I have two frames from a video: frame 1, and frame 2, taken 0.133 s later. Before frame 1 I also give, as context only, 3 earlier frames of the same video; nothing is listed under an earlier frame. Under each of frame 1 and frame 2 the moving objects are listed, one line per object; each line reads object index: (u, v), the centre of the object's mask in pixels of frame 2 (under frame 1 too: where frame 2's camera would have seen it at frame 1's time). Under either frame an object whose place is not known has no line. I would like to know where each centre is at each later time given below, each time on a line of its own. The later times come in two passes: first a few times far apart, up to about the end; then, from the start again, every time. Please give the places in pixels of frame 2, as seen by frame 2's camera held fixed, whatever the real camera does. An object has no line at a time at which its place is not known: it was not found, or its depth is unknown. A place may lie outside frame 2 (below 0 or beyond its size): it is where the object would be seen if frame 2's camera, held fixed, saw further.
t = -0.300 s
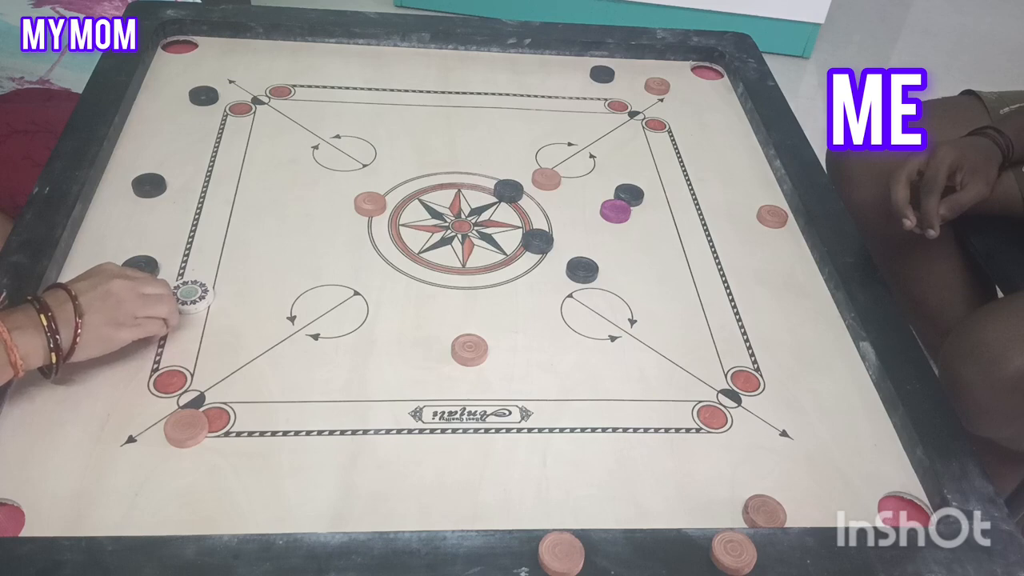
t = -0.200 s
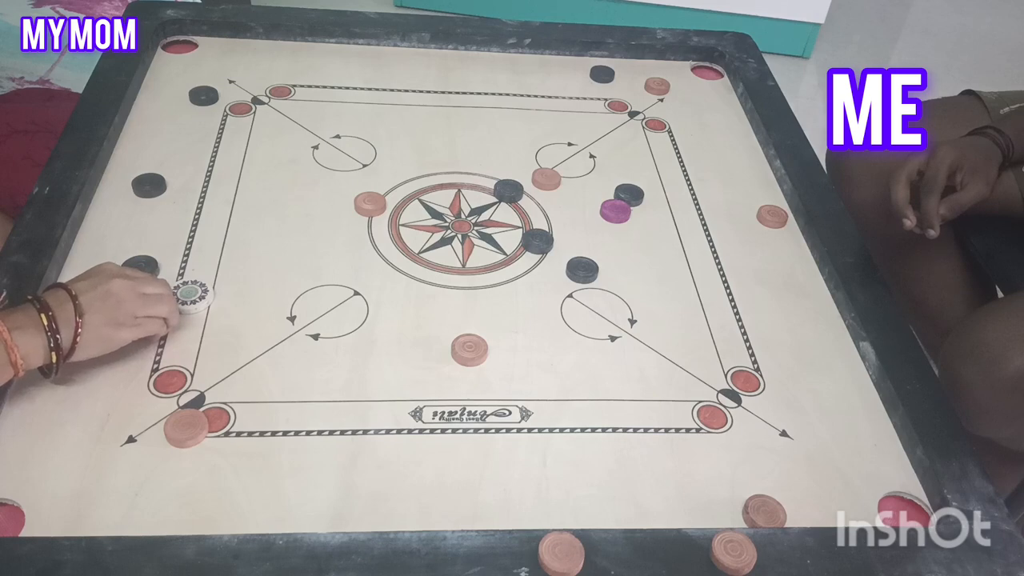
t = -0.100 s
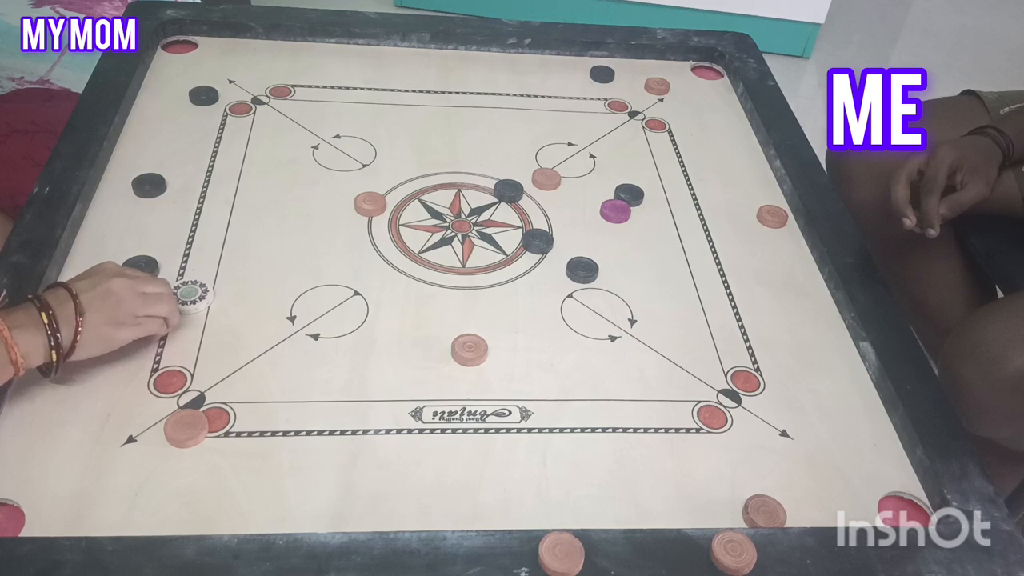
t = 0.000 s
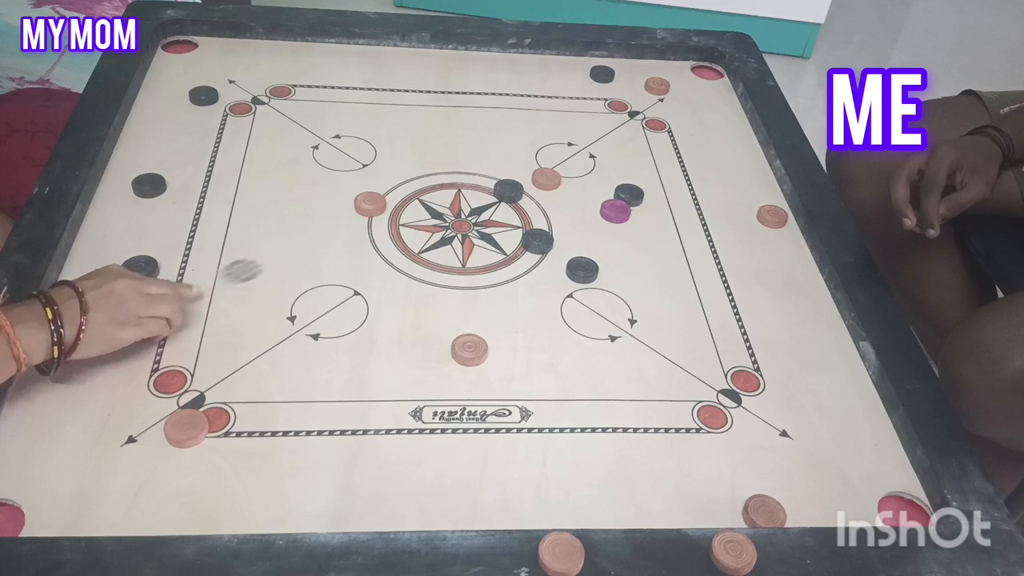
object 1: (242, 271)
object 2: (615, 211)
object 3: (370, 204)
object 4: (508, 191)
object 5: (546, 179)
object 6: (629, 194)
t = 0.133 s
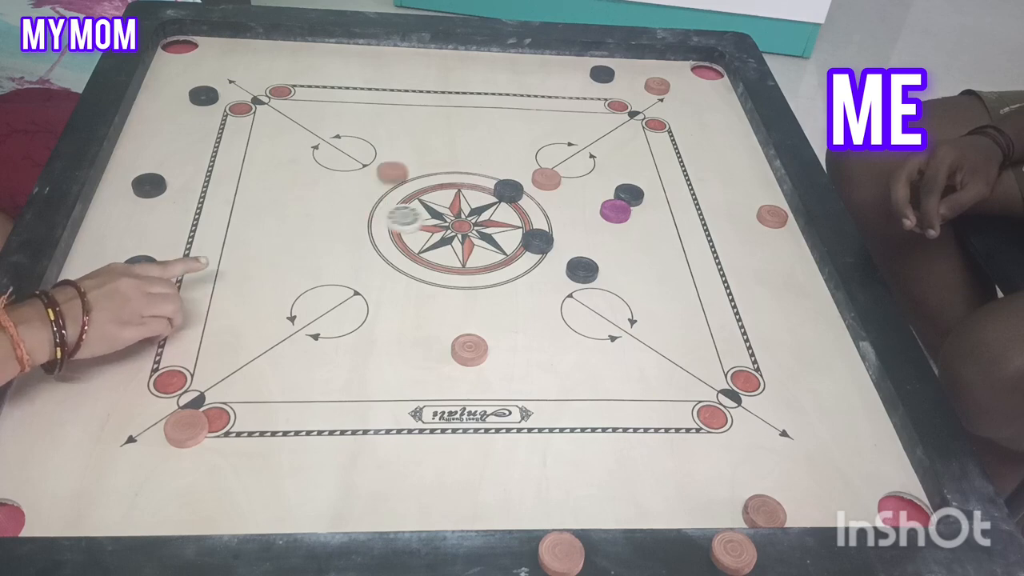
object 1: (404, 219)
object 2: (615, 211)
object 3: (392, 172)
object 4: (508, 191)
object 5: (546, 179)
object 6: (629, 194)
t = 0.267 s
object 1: (508, 207)
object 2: (615, 211)
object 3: (442, 106)
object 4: (521, 180)
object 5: (555, 175)
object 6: (629, 194)
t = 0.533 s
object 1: (610, 225)
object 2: (648, 216)
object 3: (514, 76)
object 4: (528, 159)
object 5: (658, 143)
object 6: (647, 179)
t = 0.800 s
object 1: (674, 245)
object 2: (699, 225)
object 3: (571, 105)
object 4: (533, 153)
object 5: (718, 127)
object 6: (678, 160)
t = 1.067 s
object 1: (743, 266)
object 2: (725, 228)
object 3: (607, 120)
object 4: (533, 153)
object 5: (732, 124)
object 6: (699, 155)
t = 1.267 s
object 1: (797, 280)
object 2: (738, 231)
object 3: (613, 121)
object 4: (533, 153)
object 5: (732, 124)
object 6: (707, 155)
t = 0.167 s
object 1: (436, 213)
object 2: (615, 211)
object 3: (406, 154)
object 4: (508, 191)
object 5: (546, 179)
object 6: (629, 194)
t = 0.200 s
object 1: (466, 210)
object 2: (615, 211)
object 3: (420, 136)
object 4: (508, 191)
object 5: (546, 179)
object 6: (629, 194)
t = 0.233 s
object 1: (491, 206)
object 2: (615, 211)
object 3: (432, 120)
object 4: (513, 187)
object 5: (546, 179)
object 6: (629, 194)
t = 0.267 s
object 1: (508, 207)
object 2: (615, 211)
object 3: (442, 106)
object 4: (521, 180)
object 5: (555, 175)
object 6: (629, 194)
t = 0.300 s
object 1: (526, 209)
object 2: (615, 211)
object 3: (453, 91)
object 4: (522, 175)
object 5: (573, 170)
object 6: (629, 194)
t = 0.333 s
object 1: (542, 211)
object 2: (615, 211)
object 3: (463, 78)
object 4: (523, 171)
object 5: (588, 166)
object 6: (629, 194)
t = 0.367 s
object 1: (559, 213)
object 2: (615, 211)
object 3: (472, 66)
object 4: (524, 169)
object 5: (601, 162)
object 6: (629, 194)
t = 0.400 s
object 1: (576, 214)
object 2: (615, 211)
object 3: (480, 55)
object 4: (525, 166)
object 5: (614, 158)
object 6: (629, 194)
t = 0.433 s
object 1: (586, 217)
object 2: (622, 211)
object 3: (489, 61)
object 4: (526, 164)
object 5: (626, 154)
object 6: (631, 192)
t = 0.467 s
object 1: (595, 220)
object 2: (631, 213)
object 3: (497, 66)
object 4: (526, 162)
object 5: (636, 150)
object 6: (637, 188)
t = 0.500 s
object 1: (603, 222)
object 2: (640, 215)
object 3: (505, 71)
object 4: (527, 160)
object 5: (647, 147)
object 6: (642, 183)
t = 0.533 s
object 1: (610, 225)
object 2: (648, 216)
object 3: (514, 76)
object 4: (528, 159)
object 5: (658, 143)
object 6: (647, 179)
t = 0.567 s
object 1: (619, 227)
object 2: (656, 218)
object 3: (521, 80)
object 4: (529, 157)
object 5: (667, 141)
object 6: (652, 176)
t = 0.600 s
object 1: (627, 230)
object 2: (663, 219)
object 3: (529, 85)
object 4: (529, 156)
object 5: (677, 138)
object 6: (656, 173)
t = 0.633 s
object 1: (634, 233)
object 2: (670, 220)
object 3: (537, 89)
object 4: (530, 155)
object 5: (686, 135)
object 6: (660, 170)
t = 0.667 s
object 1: (642, 235)
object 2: (677, 221)
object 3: (545, 93)
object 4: (531, 154)
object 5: (693, 133)
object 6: (664, 168)
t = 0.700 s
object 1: (650, 238)
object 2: (683, 222)
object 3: (552, 96)
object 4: (532, 154)
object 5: (701, 131)
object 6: (667, 165)
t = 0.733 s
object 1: (658, 240)
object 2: (688, 223)
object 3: (559, 100)
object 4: (532, 153)
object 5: (708, 129)
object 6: (671, 163)
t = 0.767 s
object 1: (666, 243)
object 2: (693, 224)
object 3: (564, 103)
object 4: (533, 153)
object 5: (713, 128)
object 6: (674, 162)
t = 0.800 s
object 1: (674, 245)
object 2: (699, 225)
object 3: (571, 105)
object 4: (533, 153)
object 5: (718, 127)
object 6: (678, 160)
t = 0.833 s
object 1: (683, 248)
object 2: (703, 225)
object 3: (576, 108)
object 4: (533, 153)
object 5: (723, 126)
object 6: (681, 159)
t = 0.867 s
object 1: (692, 251)
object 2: (707, 226)
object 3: (581, 110)
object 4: (533, 153)
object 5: (726, 125)
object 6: (684, 157)
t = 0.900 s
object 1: (700, 253)
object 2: (711, 226)
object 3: (587, 112)
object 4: (533, 153)
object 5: (729, 125)
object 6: (686, 157)
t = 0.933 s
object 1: (708, 256)
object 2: (714, 227)
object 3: (592, 114)
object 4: (533, 153)
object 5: (731, 124)
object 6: (689, 156)
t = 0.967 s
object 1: (717, 258)
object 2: (717, 227)
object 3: (596, 116)
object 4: (533, 153)
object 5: (732, 124)
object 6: (692, 156)
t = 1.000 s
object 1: (725, 261)
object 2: (720, 228)
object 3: (600, 117)
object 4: (533, 153)
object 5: (732, 124)
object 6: (694, 156)
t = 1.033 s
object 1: (733, 263)
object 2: (723, 228)
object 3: (604, 119)
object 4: (533, 153)
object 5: (732, 124)
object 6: (697, 156)
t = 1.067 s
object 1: (743, 266)
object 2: (725, 228)
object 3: (607, 120)
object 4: (533, 153)
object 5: (732, 124)
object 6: (699, 155)
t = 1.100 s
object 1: (751, 268)
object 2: (727, 229)
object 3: (610, 121)
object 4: (533, 153)
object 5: (732, 124)
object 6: (701, 155)
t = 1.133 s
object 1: (759, 270)
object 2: (730, 229)
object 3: (612, 121)
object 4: (533, 153)
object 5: (732, 124)
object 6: (702, 155)
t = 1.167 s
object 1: (768, 273)
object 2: (732, 230)
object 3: (612, 121)
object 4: (533, 153)
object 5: (732, 124)
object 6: (704, 155)
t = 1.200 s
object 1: (777, 275)
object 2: (734, 230)
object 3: (613, 121)
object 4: (533, 153)
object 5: (732, 124)
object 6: (705, 155)
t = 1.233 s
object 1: (787, 277)
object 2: (736, 231)
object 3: (613, 121)
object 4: (533, 153)
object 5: (732, 124)
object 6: (707, 155)
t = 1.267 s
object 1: (797, 280)
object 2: (738, 231)
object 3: (613, 121)
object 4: (533, 153)
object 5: (732, 124)
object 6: (707, 155)
